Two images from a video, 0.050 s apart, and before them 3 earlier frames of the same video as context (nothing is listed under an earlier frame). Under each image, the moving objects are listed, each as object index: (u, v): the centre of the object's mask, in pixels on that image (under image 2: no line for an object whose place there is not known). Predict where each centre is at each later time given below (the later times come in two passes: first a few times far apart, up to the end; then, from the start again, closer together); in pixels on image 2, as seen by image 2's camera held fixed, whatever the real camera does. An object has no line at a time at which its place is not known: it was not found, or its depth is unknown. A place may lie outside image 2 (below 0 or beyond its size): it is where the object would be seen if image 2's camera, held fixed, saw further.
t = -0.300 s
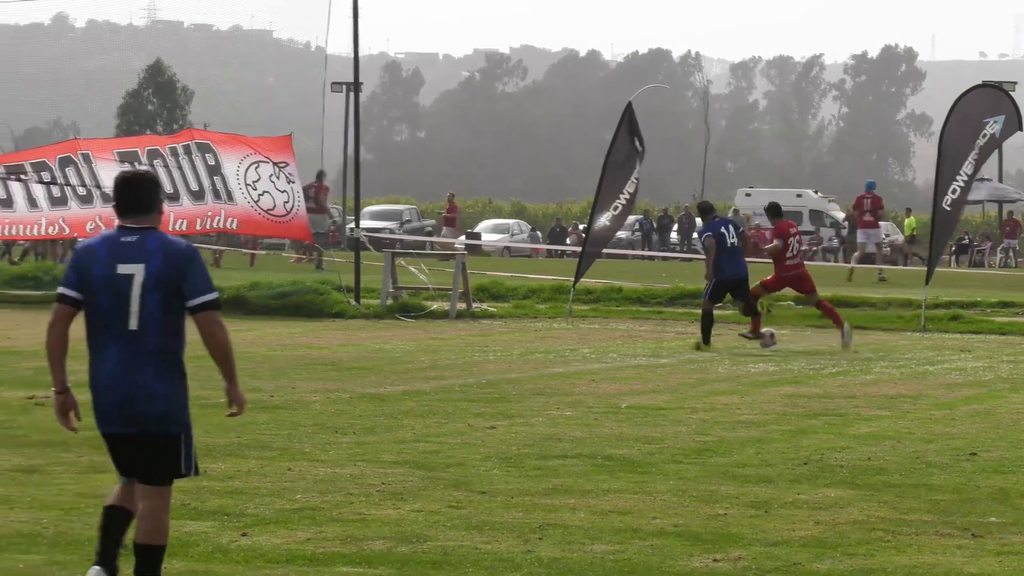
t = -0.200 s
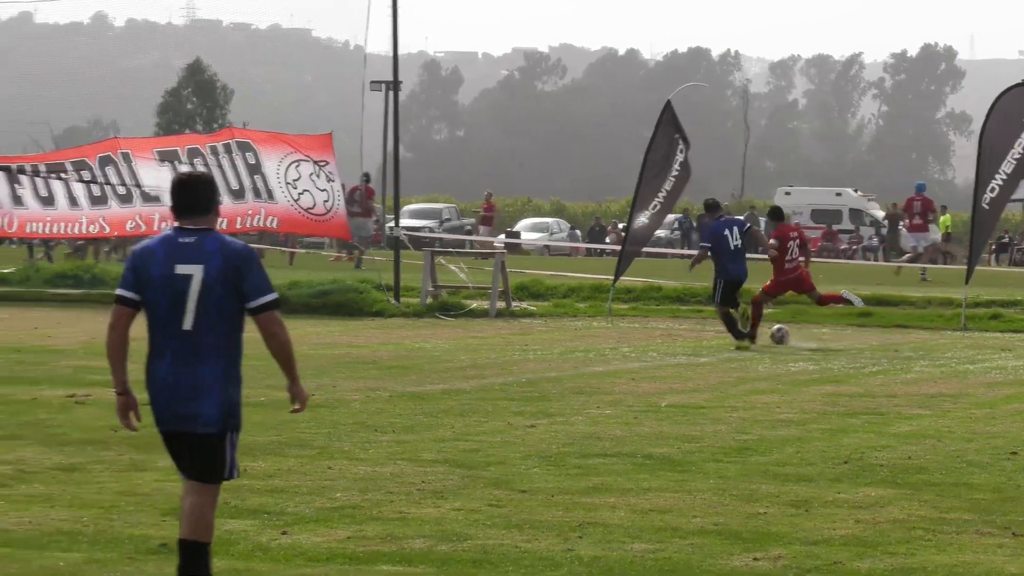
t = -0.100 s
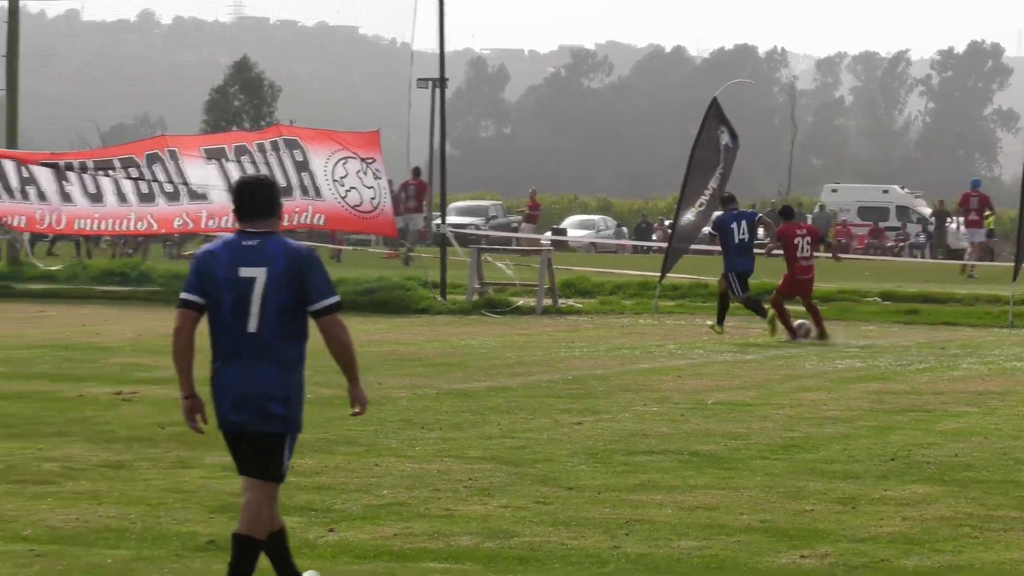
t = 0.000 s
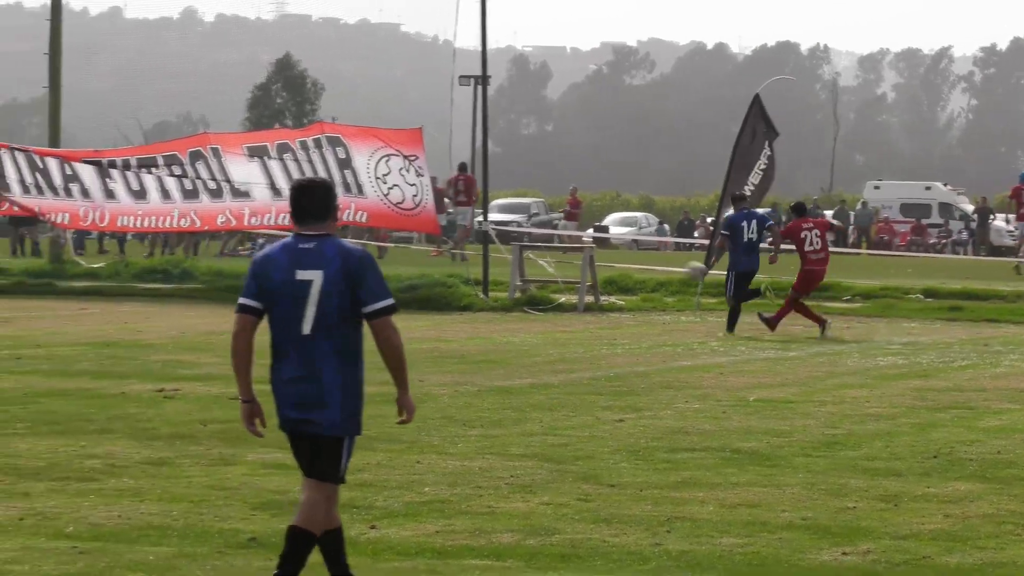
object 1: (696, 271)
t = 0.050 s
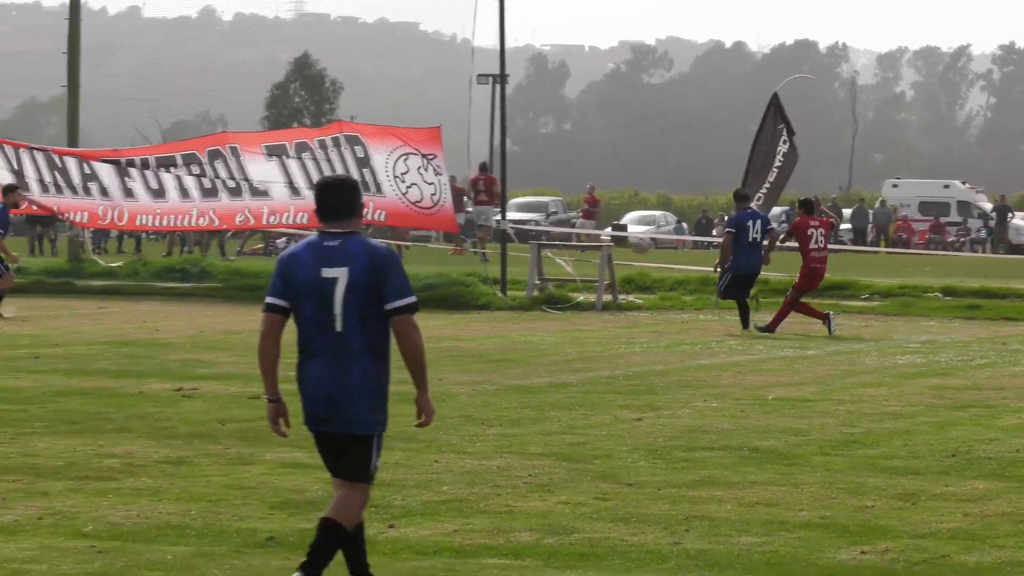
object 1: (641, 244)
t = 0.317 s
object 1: (269, 125)
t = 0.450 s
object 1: (102, 83)
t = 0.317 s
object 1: (269, 125)
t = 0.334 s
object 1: (247, 120)
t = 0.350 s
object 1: (225, 115)
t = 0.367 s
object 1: (204, 110)
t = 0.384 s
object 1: (183, 104)
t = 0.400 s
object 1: (163, 99)
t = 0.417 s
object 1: (143, 94)
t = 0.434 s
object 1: (123, 88)
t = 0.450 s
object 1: (102, 83)
